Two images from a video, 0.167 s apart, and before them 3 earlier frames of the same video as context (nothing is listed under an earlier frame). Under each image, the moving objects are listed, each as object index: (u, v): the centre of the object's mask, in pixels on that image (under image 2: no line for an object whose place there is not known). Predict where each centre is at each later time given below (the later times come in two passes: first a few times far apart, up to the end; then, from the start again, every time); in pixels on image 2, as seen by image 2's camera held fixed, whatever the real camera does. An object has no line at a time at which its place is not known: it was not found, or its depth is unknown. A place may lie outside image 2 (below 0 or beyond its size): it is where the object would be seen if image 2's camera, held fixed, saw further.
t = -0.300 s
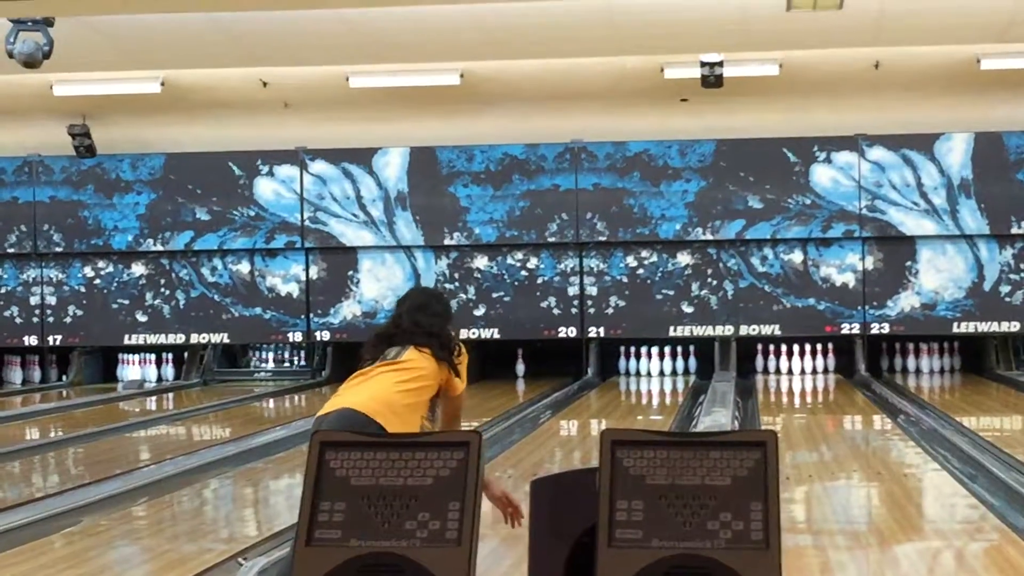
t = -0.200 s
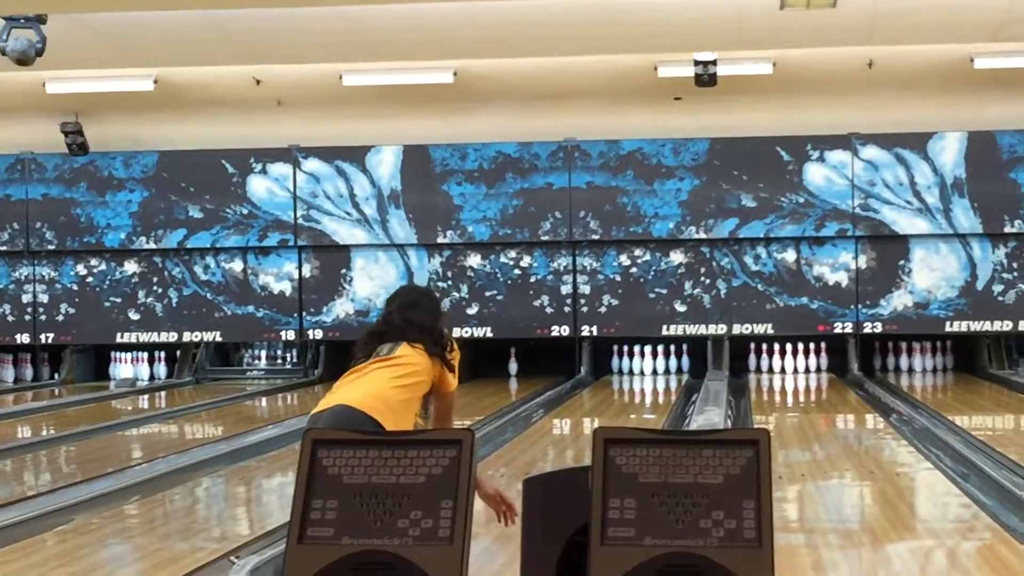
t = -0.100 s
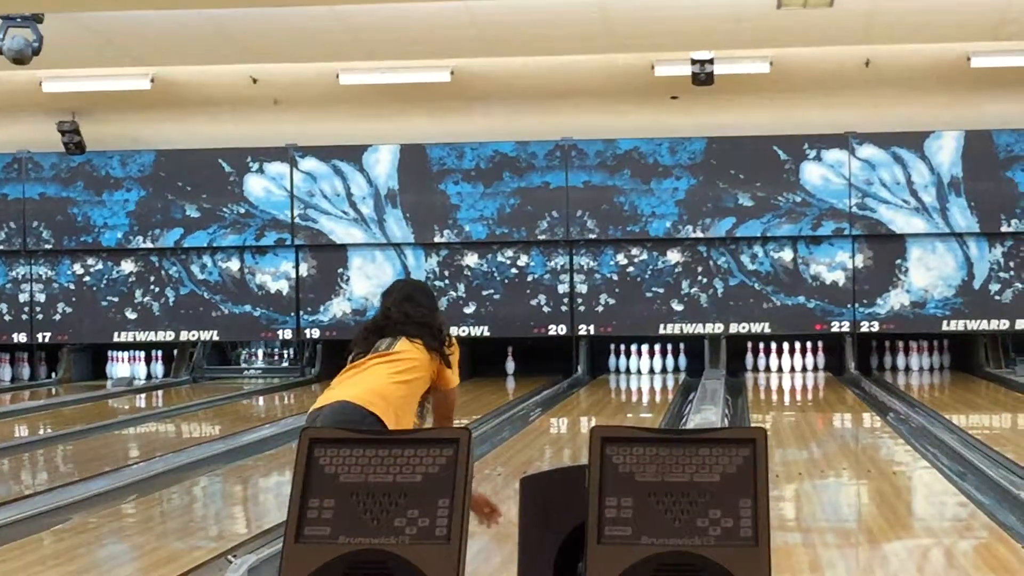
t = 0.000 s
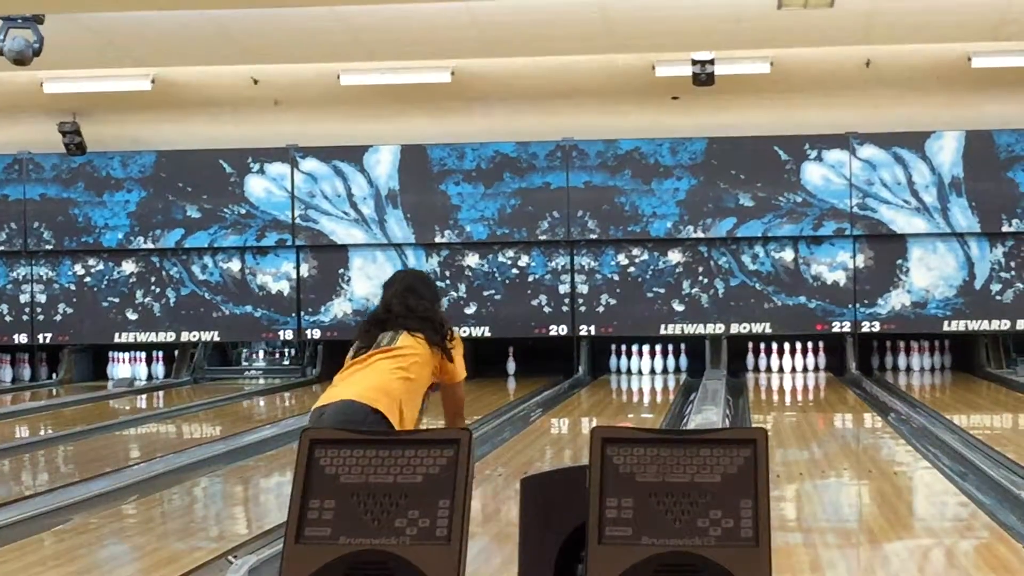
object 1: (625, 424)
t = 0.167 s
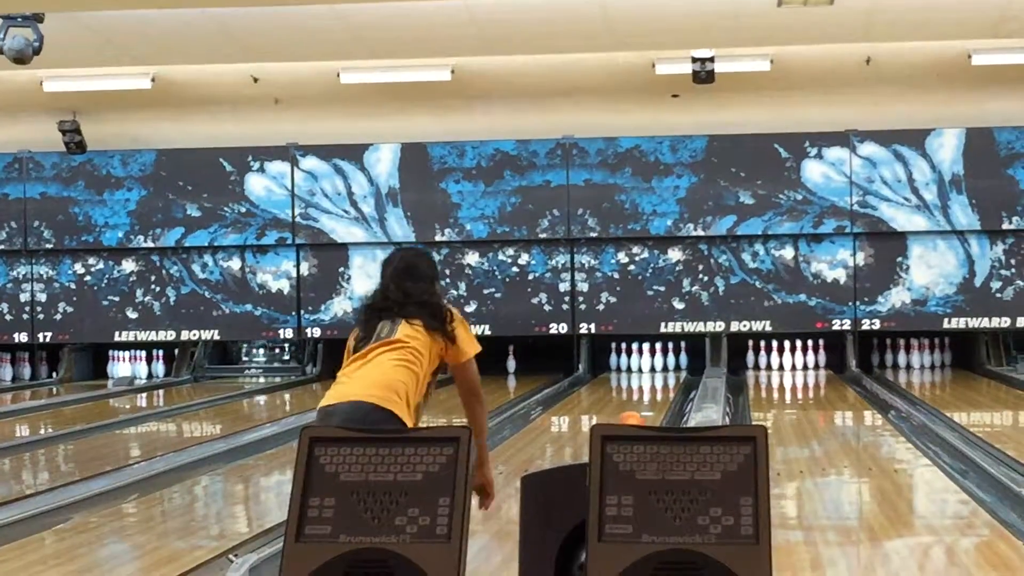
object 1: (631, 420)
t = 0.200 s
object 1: (632, 420)
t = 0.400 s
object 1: (638, 415)
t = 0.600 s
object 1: (642, 408)
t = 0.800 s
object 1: (645, 399)
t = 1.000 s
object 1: (647, 393)
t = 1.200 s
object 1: (649, 388)
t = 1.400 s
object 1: (652, 383)
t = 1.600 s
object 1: (654, 379)
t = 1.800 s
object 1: (655, 375)
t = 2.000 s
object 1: (657, 372)
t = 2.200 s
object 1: (658, 370)
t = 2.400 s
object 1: (659, 367)
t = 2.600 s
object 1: (665, 366)
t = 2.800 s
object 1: (672, 366)
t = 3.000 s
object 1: (674, 364)
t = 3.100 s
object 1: (674, 365)
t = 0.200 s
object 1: (632, 420)
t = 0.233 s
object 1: (633, 419)
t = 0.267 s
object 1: (634, 416)
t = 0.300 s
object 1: (635, 415)
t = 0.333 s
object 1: (636, 415)
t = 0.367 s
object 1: (637, 414)
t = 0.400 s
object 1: (638, 415)
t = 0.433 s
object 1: (638, 414)
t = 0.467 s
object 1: (639, 413)
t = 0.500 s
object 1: (639, 412)
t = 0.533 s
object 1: (640, 412)
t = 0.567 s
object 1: (641, 409)
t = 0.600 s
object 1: (642, 408)
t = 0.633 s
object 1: (642, 407)
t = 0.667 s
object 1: (643, 404)
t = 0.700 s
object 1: (643, 403)
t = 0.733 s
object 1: (644, 402)
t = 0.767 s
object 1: (644, 400)
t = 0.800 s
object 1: (645, 399)
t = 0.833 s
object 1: (645, 398)
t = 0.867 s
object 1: (646, 397)
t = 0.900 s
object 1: (647, 396)
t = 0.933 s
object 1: (647, 395)
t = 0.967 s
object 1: (647, 394)
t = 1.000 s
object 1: (647, 393)
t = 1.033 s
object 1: (648, 393)
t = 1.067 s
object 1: (647, 392)
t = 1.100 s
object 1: (647, 391)
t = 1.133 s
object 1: (648, 390)
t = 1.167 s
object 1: (649, 389)
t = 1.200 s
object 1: (649, 388)
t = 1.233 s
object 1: (648, 387)
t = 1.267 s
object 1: (649, 386)
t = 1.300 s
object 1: (649, 386)
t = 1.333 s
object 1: (649, 385)
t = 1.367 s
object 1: (651, 383)
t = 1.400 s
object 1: (652, 383)
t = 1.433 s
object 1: (652, 382)
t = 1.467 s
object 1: (652, 382)
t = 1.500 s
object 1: (653, 381)
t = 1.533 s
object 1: (653, 381)
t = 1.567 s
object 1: (653, 380)
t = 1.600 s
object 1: (654, 379)
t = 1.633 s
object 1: (655, 379)
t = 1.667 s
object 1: (655, 378)
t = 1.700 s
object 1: (655, 378)
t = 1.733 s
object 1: (656, 377)
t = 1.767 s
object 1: (655, 376)
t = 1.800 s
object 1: (655, 375)
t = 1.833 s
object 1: (655, 375)
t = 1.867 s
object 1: (655, 375)
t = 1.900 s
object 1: (656, 375)
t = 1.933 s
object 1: (656, 373)
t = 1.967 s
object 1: (657, 373)
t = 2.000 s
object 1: (657, 372)
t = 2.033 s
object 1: (657, 371)
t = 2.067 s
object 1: (657, 371)
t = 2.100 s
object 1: (657, 371)
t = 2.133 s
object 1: (658, 371)
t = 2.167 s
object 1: (658, 371)
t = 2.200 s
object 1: (658, 370)
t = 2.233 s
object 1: (659, 370)
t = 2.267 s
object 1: (659, 370)
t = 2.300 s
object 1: (659, 369)
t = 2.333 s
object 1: (659, 368)
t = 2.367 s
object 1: (658, 368)
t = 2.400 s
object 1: (659, 367)
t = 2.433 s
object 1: (659, 367)
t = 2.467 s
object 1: (659, 367)
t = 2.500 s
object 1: (659, 367)
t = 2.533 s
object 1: (661, 366)
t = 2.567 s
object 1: (663, 366)
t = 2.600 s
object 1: (665, 366)
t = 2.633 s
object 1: (667, 366)
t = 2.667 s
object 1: (667, 366)
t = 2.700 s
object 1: (668, 365)
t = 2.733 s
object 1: (670, 366)
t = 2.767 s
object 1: (672, 366)
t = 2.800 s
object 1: (672, 366)
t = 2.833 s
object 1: (673, 365)
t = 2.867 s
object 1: (674, 364)
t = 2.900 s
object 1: (674, 365)
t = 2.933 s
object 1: (674, 365)
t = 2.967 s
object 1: (674, 364)
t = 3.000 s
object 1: (674, 364)
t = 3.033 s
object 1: (674, 364)
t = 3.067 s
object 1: (675, 364)
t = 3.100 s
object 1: (674, 365)
